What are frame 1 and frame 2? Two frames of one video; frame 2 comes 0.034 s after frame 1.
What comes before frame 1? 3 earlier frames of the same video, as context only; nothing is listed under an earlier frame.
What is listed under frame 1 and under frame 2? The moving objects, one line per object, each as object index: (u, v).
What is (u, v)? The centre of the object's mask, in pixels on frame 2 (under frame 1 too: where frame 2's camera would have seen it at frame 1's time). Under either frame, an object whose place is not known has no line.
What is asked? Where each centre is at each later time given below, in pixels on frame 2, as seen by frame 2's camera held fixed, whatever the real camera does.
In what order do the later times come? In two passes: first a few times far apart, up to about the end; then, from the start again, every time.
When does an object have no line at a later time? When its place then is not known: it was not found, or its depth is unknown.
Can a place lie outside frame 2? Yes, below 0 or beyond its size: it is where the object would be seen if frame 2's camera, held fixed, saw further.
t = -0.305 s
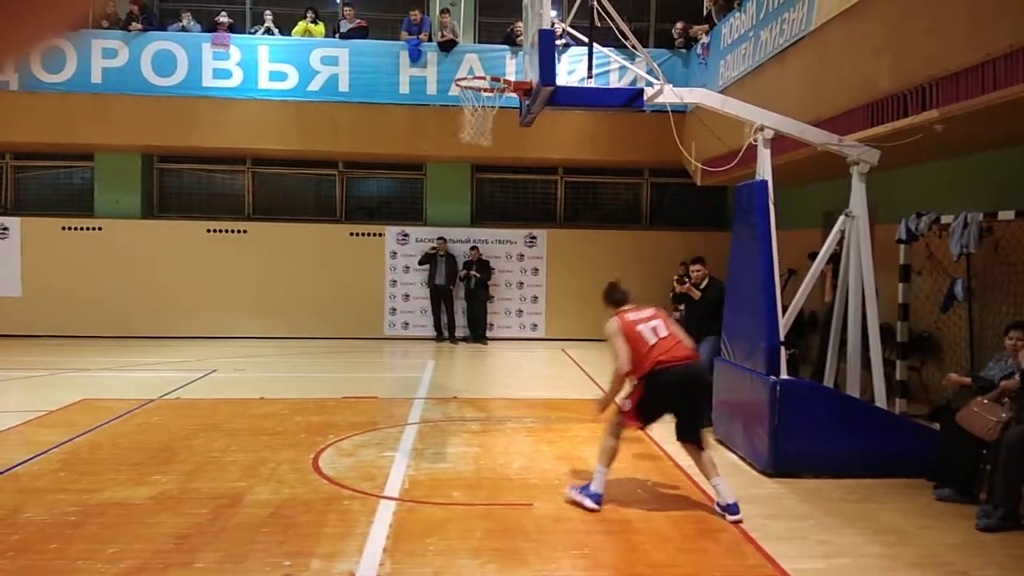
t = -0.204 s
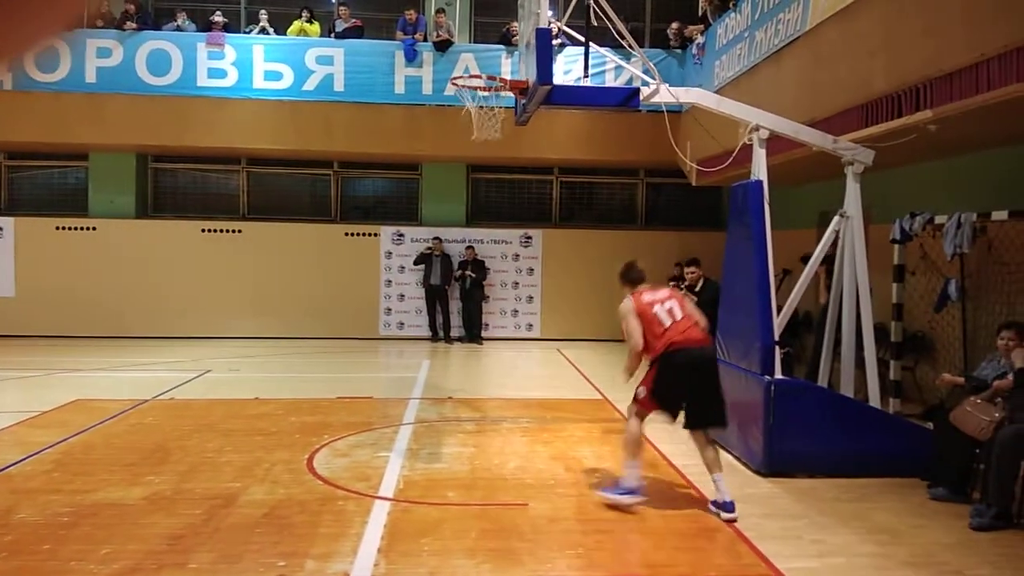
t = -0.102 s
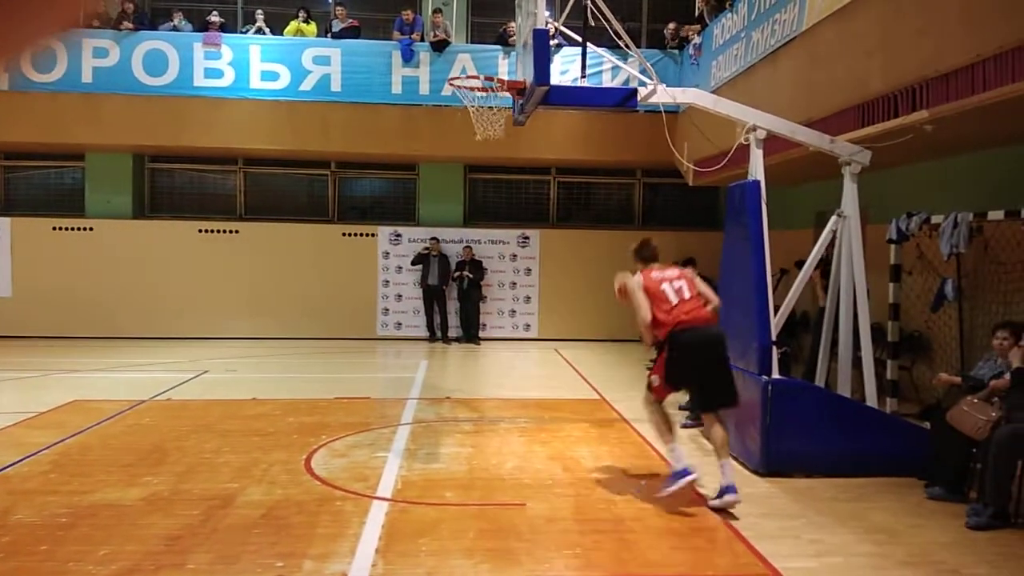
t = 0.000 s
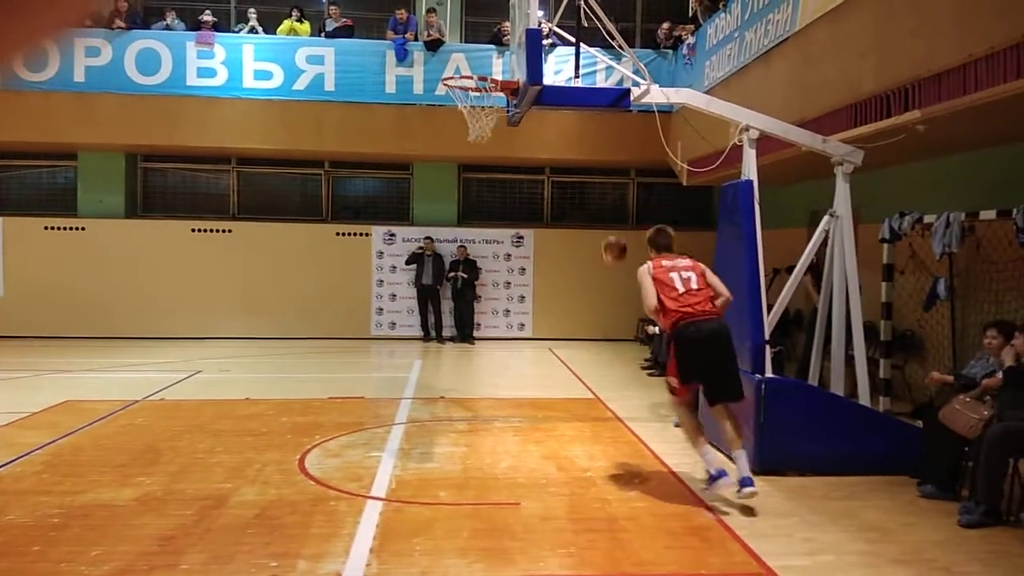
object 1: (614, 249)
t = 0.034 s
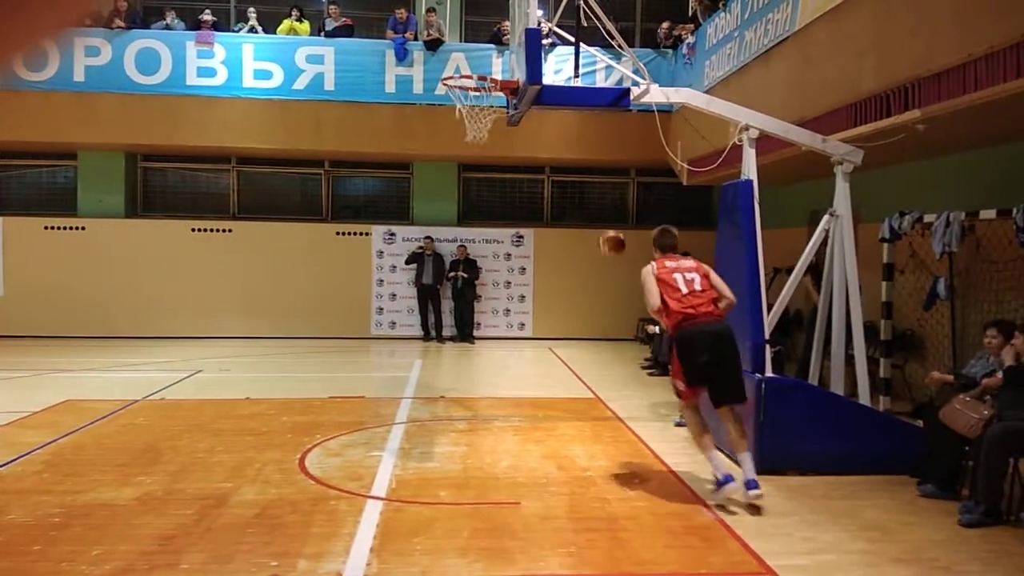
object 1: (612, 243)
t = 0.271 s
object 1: (601, 232)
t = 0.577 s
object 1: (587, 296)
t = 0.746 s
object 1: (578, 372)
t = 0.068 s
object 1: (611, 237)
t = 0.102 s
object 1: (610, 233)
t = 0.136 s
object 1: (608, 231)
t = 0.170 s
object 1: (606, 230)
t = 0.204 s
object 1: (605, 229)
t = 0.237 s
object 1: (603, 230)
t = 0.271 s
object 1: (601, 232)
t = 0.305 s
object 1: (600, 235)
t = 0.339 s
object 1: (598, 239)
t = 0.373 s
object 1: (596, 243)
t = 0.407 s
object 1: (595, 250)
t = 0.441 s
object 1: (593, 258)
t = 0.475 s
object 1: (591, 266)
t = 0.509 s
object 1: (589, 275)
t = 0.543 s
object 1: (587, 286)
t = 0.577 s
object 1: (587, 296)
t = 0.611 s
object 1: (585, 309)
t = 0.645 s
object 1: (584, 323)
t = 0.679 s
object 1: (581, 336)
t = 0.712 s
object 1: (579, 352)
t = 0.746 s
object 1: (578, 372)
